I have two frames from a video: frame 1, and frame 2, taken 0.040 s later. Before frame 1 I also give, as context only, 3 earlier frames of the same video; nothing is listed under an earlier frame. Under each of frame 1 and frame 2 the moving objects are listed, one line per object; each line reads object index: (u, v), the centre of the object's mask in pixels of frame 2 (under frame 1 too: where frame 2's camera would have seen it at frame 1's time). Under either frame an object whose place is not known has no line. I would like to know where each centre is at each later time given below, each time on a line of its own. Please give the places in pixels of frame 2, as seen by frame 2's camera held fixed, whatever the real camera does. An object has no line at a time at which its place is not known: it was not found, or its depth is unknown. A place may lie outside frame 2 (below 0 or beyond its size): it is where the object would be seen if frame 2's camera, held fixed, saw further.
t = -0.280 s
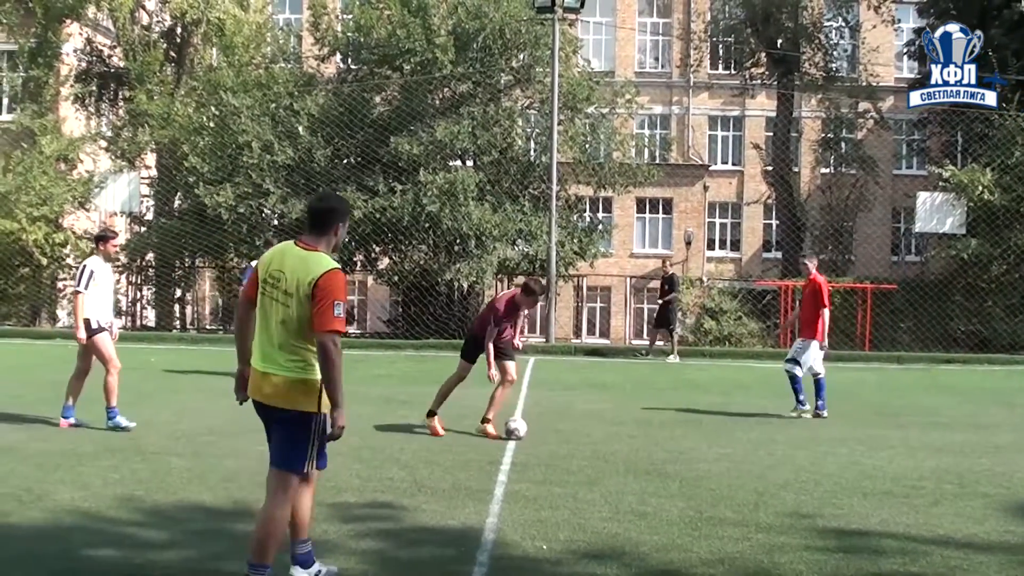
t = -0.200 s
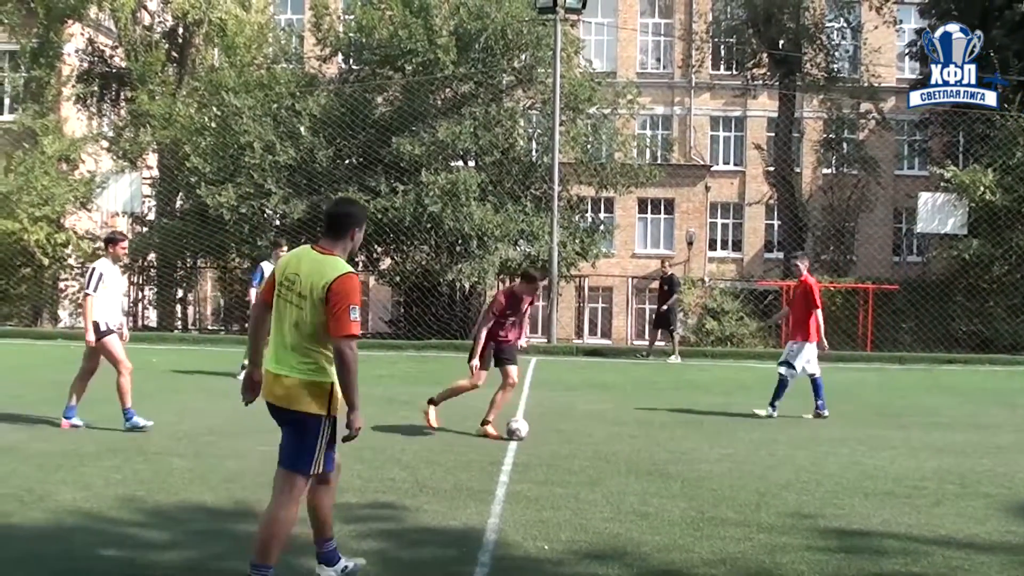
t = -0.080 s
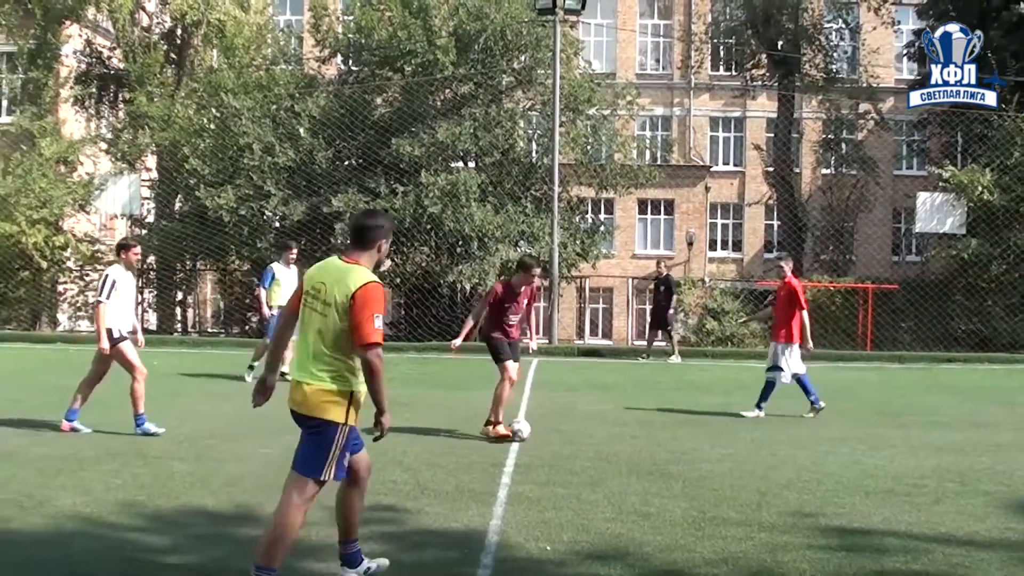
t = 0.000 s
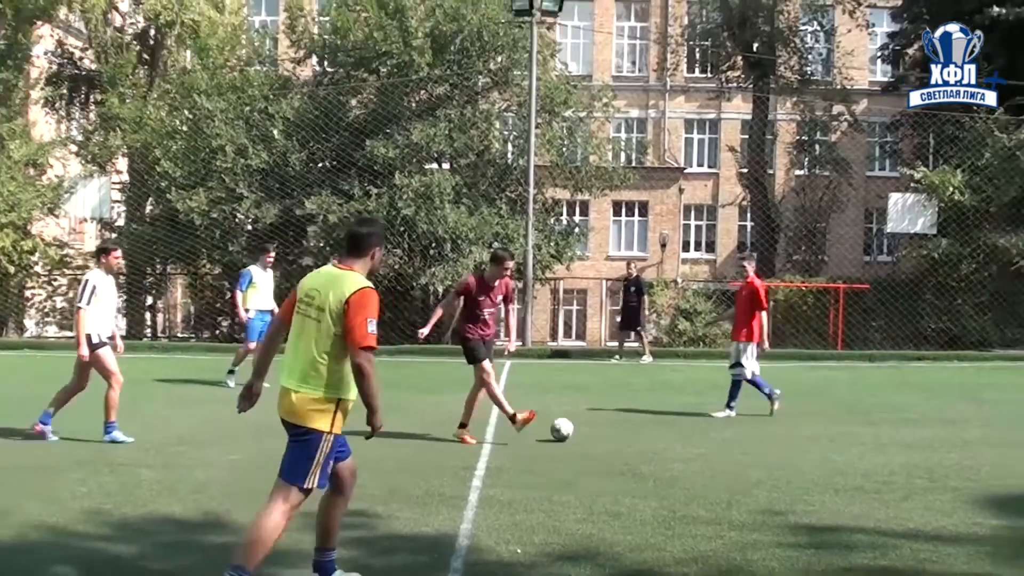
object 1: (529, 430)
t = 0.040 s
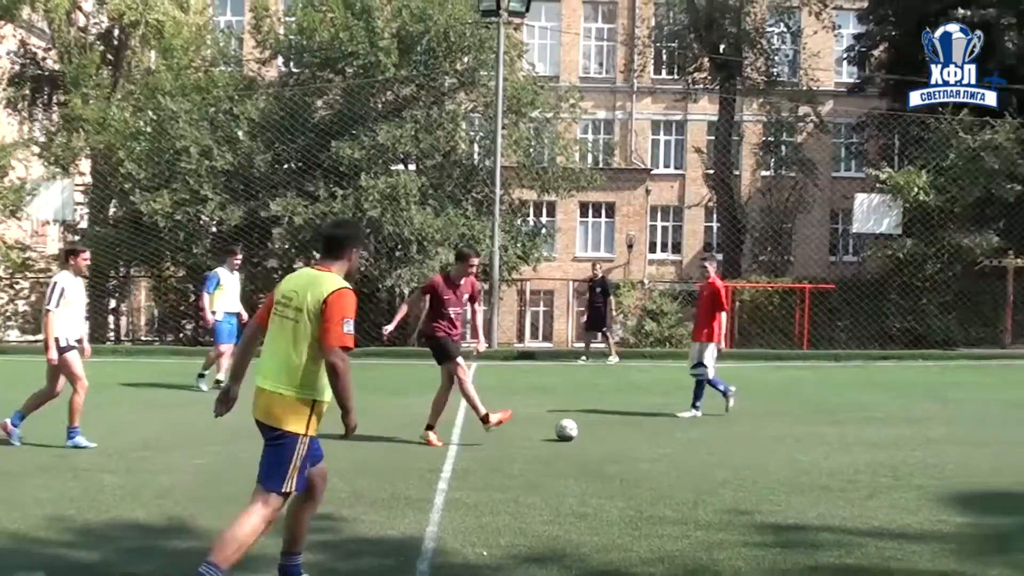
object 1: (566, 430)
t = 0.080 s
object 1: (600, 429)
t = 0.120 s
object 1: (633, 427)
